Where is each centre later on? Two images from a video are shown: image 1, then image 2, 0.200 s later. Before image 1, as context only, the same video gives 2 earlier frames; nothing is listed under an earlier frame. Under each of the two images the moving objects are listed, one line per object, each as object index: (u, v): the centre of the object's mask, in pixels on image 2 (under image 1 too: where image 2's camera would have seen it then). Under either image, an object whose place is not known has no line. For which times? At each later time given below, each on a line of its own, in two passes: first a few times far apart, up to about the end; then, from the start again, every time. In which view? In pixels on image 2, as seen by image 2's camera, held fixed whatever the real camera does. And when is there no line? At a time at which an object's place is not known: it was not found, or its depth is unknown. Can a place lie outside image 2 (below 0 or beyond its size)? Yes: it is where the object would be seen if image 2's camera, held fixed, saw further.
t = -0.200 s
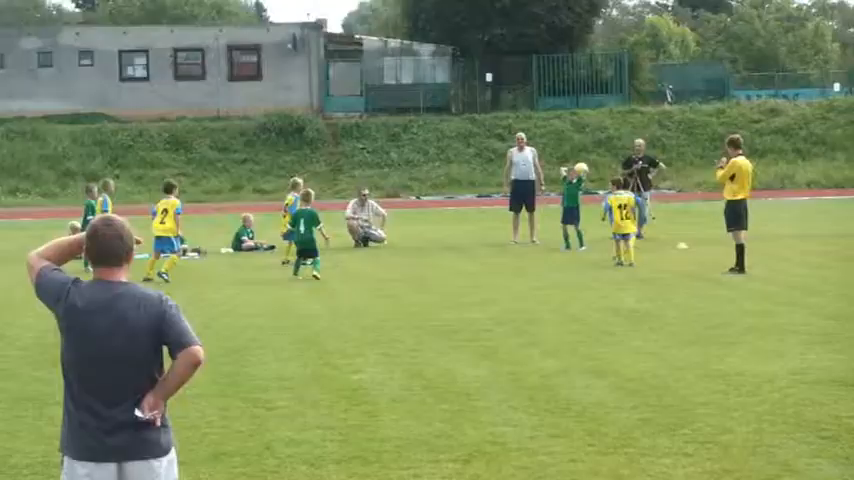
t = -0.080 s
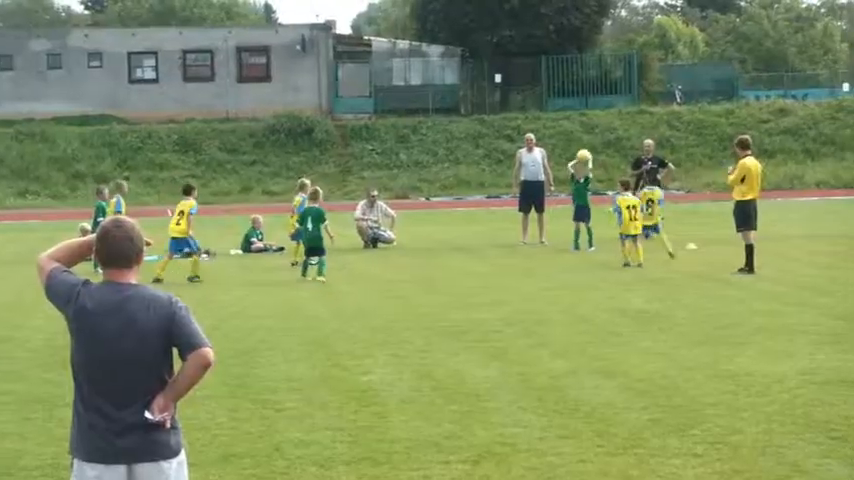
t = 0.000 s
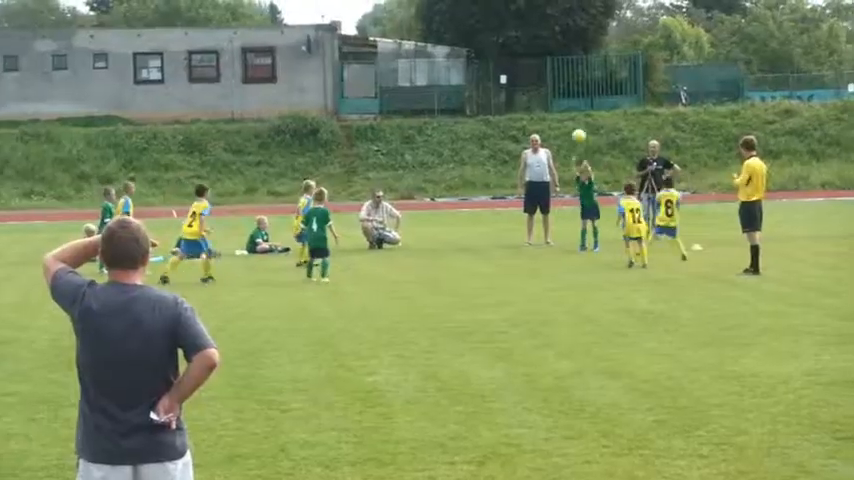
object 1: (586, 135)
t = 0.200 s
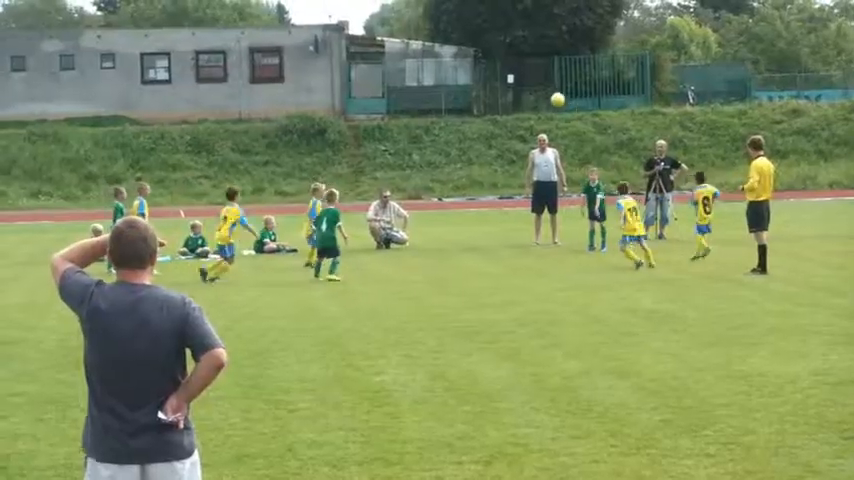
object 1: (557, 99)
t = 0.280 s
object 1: (546, 92)
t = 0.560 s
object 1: (504, 98)
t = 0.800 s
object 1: (467, 145)
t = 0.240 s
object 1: (551, 95)
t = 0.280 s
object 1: (546, 92)
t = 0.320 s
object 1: (540, 89)
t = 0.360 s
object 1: (534, 88)
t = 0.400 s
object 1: (528, 88)
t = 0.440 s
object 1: (522, 88)
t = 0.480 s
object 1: (516, 91)
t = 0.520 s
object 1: (510, 94)
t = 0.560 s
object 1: (504, 98)
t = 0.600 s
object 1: (498, 102)
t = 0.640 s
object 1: (492, 109)
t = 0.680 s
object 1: (486, 117)
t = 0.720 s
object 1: (480, 124)
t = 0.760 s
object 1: (474, 134)
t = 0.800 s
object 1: (467, 145)
